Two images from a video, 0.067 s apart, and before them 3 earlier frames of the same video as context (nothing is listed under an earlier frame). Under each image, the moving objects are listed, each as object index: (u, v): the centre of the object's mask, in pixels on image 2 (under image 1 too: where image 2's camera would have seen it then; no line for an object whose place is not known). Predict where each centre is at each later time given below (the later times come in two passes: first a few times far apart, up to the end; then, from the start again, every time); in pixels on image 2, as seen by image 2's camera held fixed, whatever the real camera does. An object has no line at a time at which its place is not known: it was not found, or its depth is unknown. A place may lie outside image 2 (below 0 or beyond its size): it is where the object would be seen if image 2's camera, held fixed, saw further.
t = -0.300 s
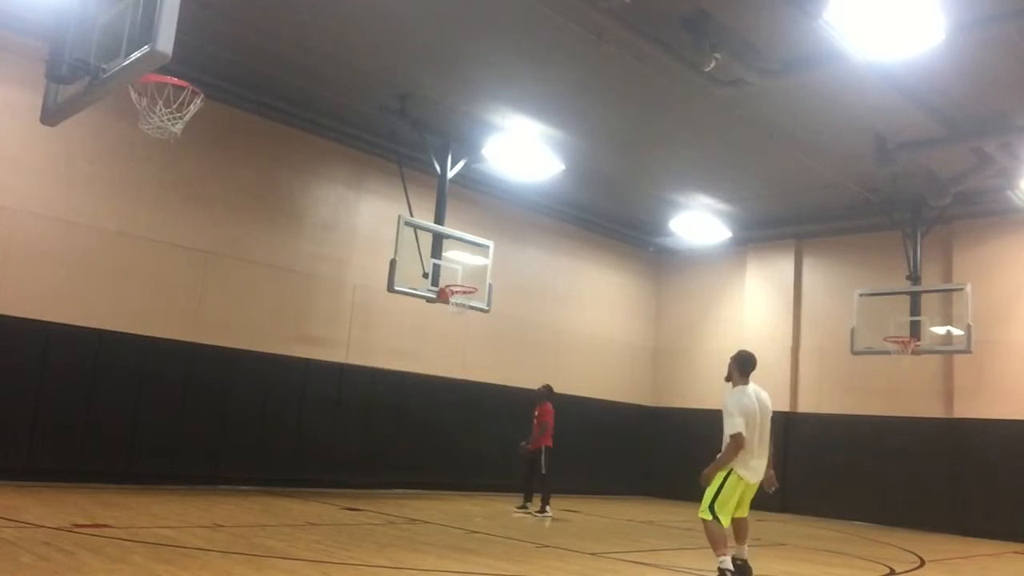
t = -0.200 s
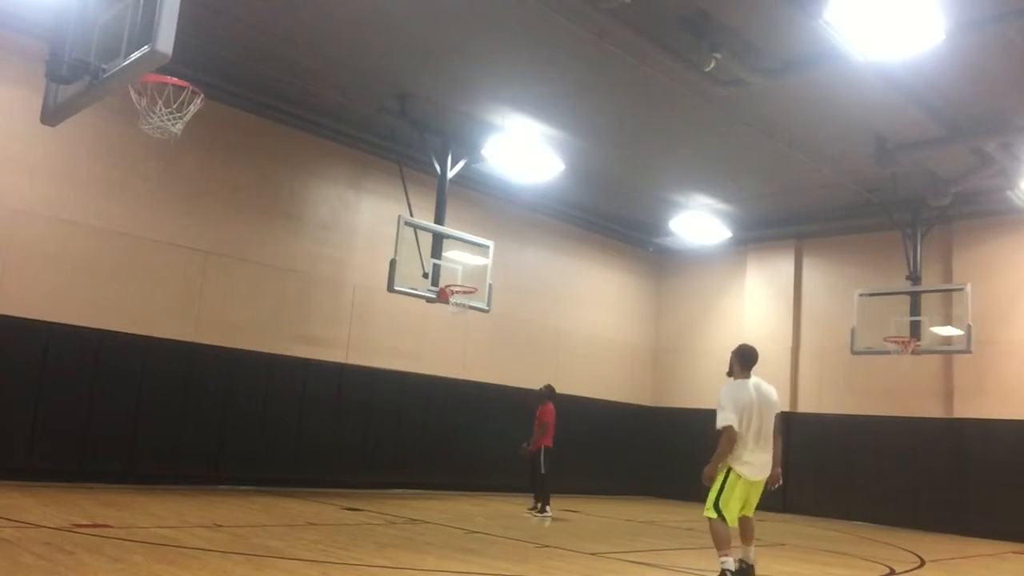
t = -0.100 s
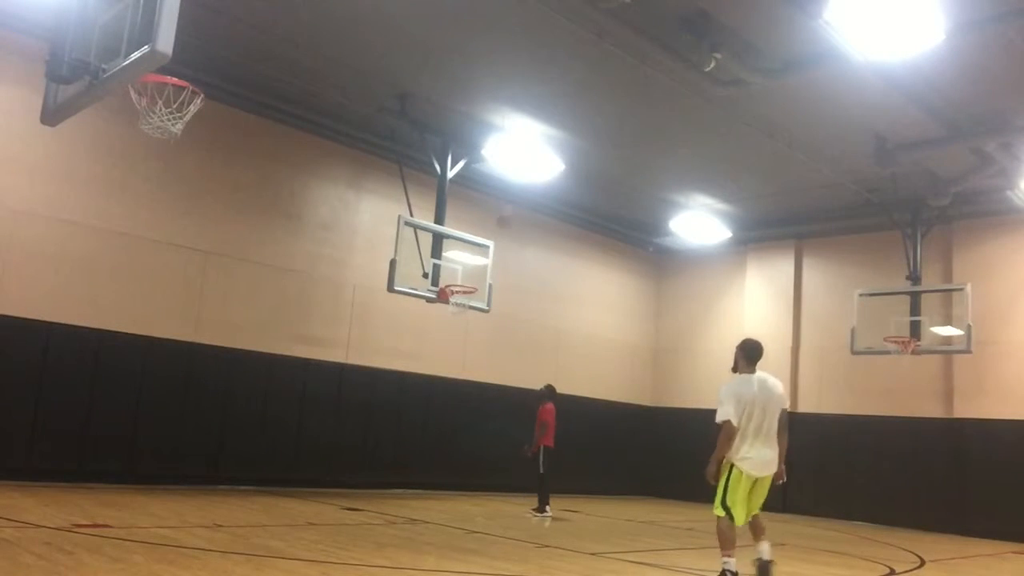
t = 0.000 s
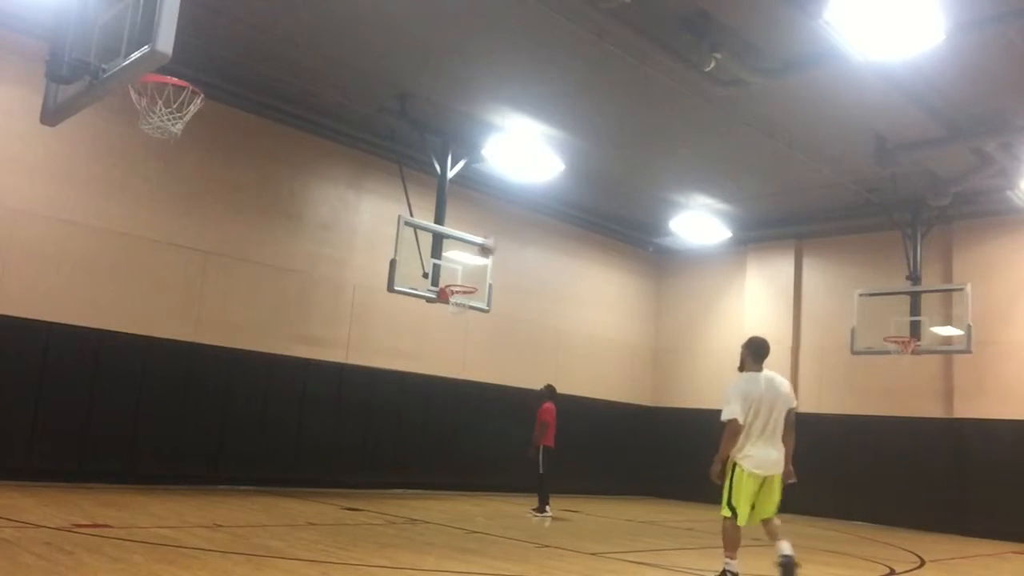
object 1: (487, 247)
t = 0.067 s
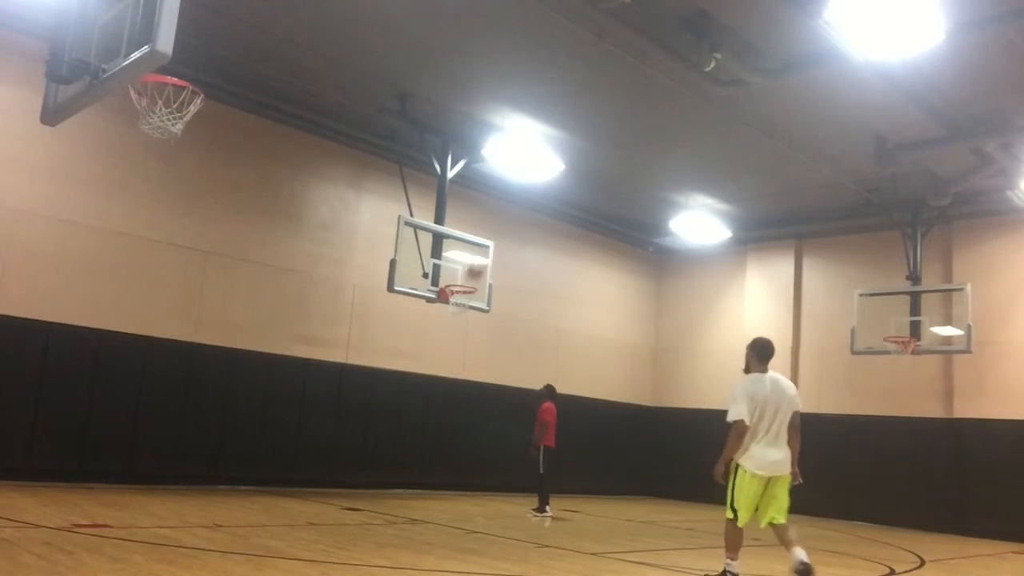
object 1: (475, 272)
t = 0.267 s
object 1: (452, 307)
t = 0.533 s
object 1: (434, 344)
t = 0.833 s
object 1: (412, 444)
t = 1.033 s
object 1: (404, 463)
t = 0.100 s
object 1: (468, 284)
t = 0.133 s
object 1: (462, 293)
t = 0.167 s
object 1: (459, 300)
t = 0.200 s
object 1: (455, 303)
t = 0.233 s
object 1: (453, 305)
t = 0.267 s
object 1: (452, 307)
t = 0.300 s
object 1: (450, 309)
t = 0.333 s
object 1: (448, 311)
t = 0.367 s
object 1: (445, 315)
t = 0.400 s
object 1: (443, 319)
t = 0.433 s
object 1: (442, 324)
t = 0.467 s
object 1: (439, 330)
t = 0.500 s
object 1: (438, 336)
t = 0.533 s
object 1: (434, 344)
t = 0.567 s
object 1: (432, 352)
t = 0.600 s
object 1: (430, 361)
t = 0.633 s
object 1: (428, 370)
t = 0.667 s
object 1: (426, 382)
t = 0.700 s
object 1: (423, 392)
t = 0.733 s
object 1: (420, 403)
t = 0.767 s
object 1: (417, 416)
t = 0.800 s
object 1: (415, 430)
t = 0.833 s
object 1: (412, 444)
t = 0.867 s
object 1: (408, 459)
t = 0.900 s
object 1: (405, 475)
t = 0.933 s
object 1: (402, 491)
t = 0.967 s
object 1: (402, 487)
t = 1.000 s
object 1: (402, 474)
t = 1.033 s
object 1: (404, 463)
